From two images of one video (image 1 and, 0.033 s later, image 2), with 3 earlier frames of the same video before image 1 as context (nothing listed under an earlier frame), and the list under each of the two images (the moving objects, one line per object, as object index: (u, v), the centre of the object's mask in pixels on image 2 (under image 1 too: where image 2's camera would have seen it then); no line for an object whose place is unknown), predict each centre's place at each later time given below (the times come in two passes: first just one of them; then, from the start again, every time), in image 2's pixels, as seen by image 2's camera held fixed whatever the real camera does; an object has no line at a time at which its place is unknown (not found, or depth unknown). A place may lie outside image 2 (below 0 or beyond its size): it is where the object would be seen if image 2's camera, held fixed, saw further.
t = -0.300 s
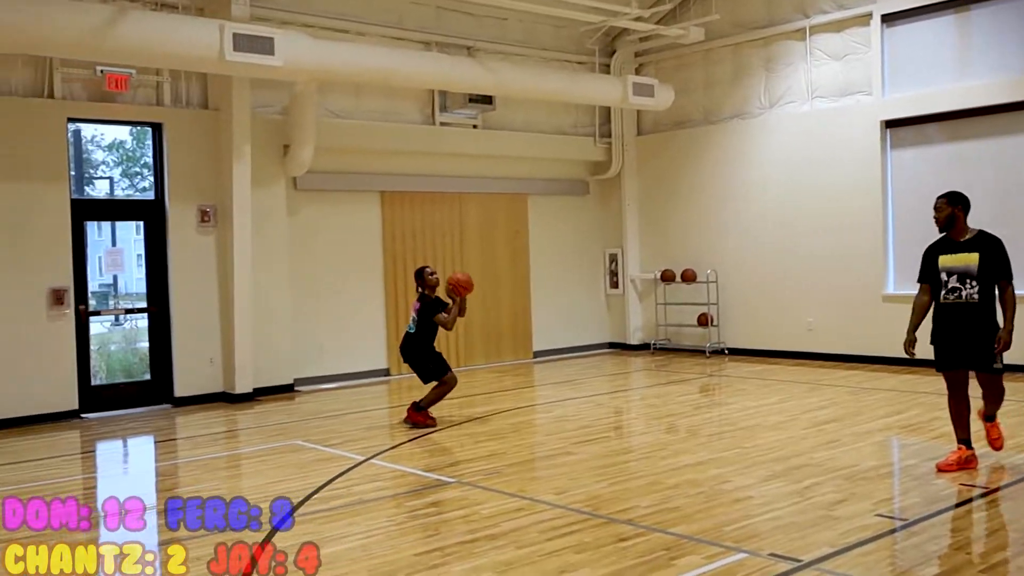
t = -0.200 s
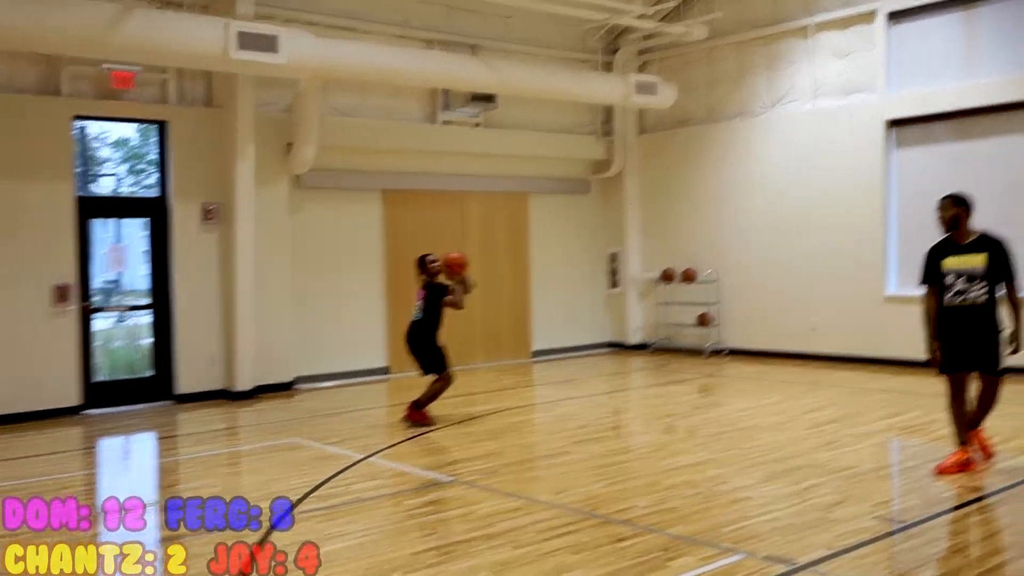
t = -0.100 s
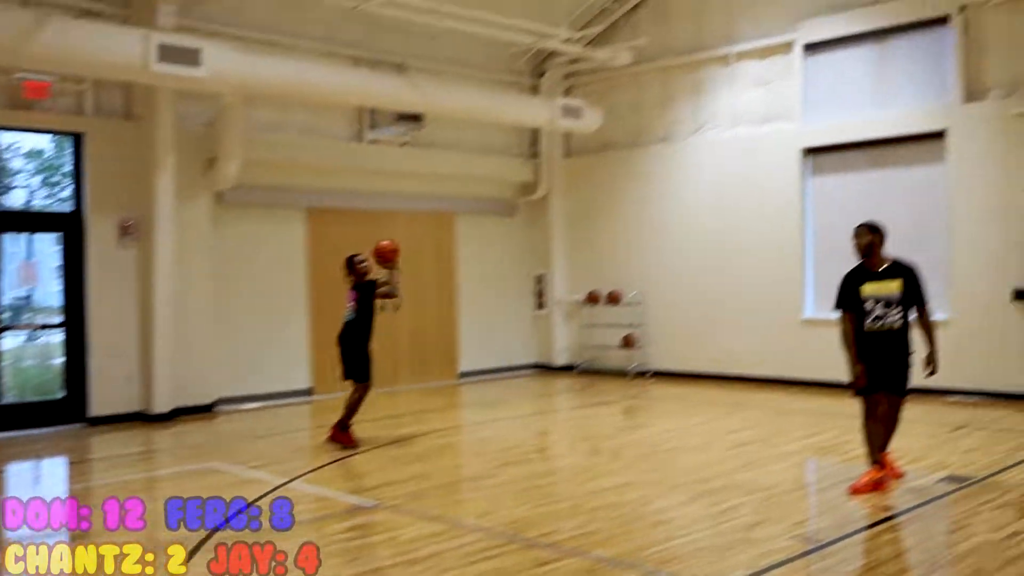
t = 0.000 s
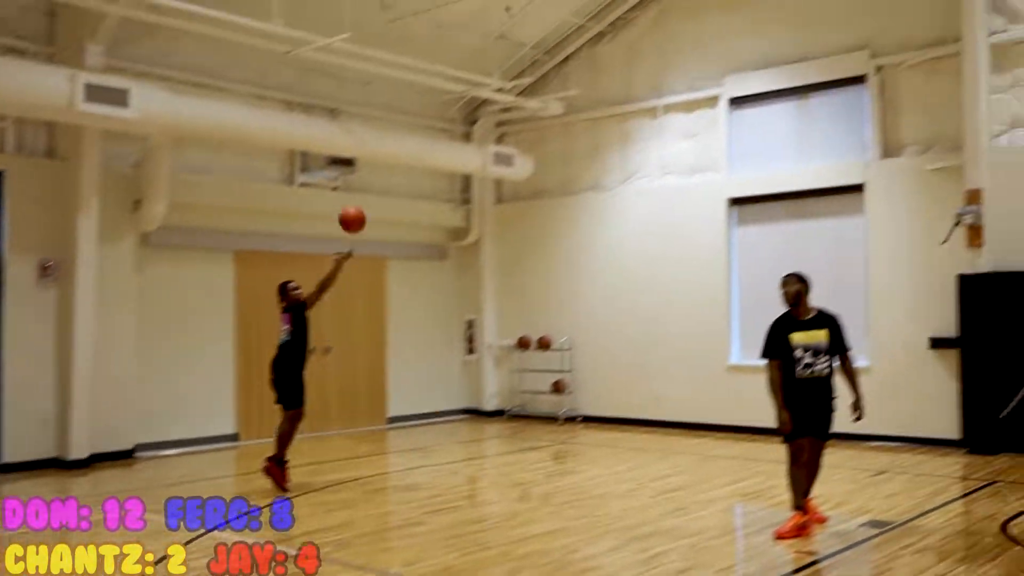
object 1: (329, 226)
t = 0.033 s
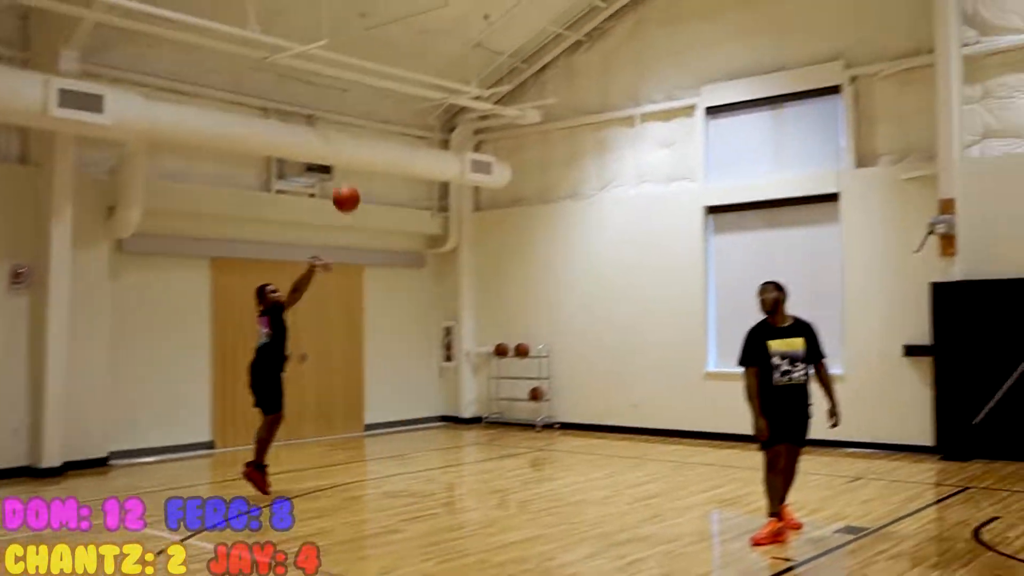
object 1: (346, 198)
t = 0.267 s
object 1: (472, 32)
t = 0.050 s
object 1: (354, 185)
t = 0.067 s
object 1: (363, 172)
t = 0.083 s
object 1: (371, 159)
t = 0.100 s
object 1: (380, 146)
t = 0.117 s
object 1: (388, 134)
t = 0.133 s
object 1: (397, 122)
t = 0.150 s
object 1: (406, 109)
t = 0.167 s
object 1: (415, 98)
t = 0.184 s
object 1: (425, 86)
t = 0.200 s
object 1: (434, 75)
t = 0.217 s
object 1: (443, 64)
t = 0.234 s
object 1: (454, 52)
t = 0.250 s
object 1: (463, 42)
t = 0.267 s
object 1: (472, 32)
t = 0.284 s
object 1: (480, 22)
